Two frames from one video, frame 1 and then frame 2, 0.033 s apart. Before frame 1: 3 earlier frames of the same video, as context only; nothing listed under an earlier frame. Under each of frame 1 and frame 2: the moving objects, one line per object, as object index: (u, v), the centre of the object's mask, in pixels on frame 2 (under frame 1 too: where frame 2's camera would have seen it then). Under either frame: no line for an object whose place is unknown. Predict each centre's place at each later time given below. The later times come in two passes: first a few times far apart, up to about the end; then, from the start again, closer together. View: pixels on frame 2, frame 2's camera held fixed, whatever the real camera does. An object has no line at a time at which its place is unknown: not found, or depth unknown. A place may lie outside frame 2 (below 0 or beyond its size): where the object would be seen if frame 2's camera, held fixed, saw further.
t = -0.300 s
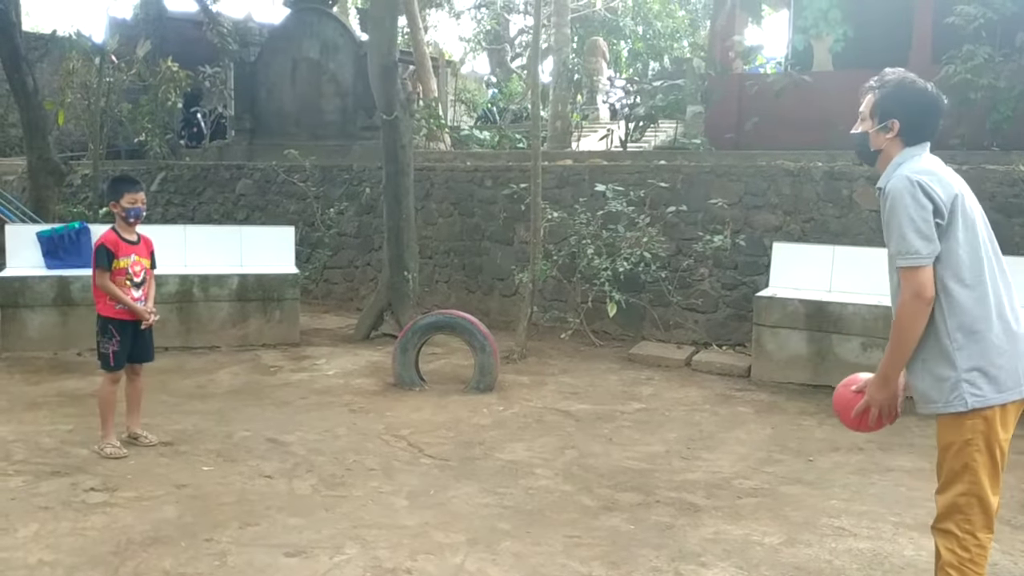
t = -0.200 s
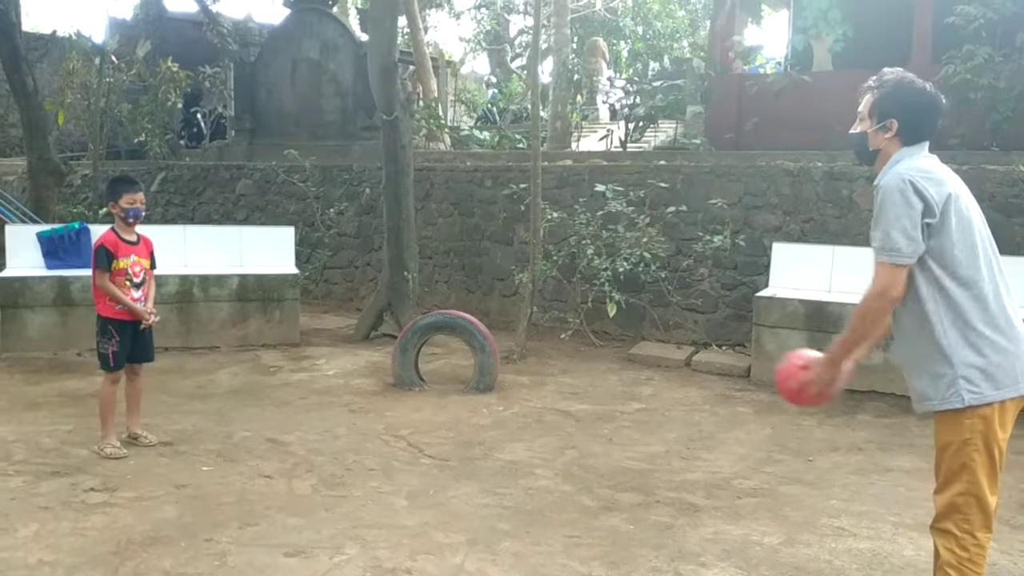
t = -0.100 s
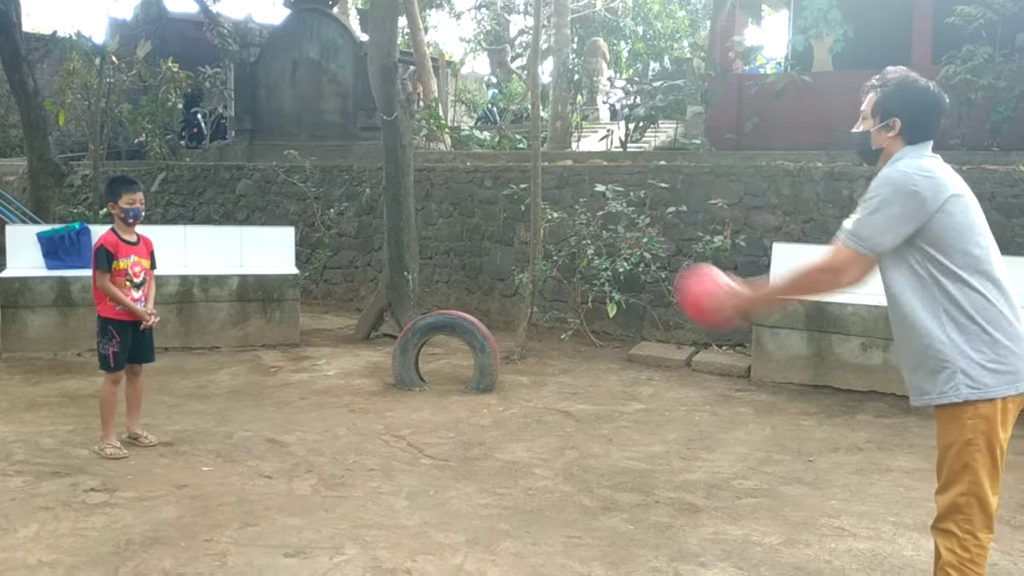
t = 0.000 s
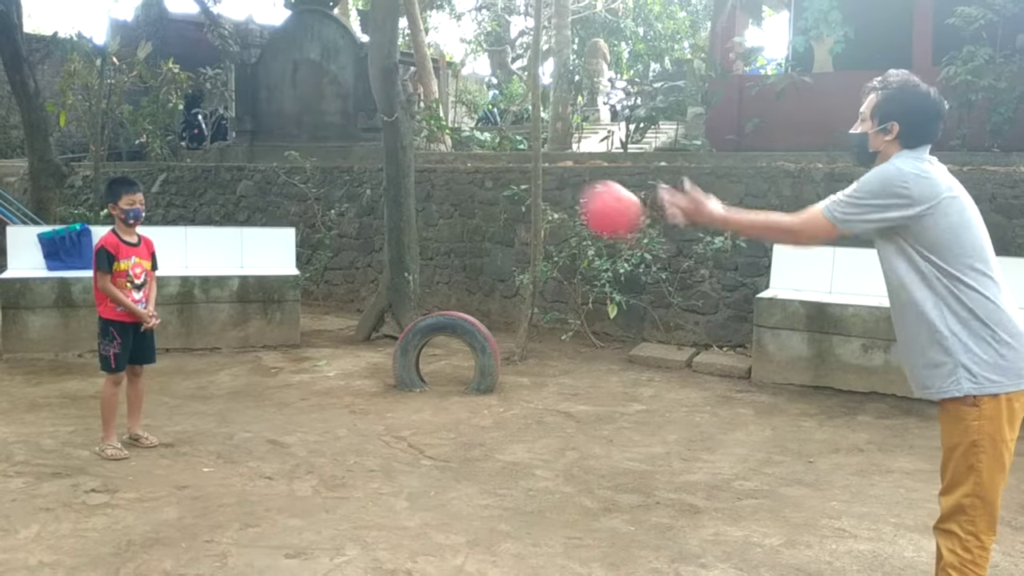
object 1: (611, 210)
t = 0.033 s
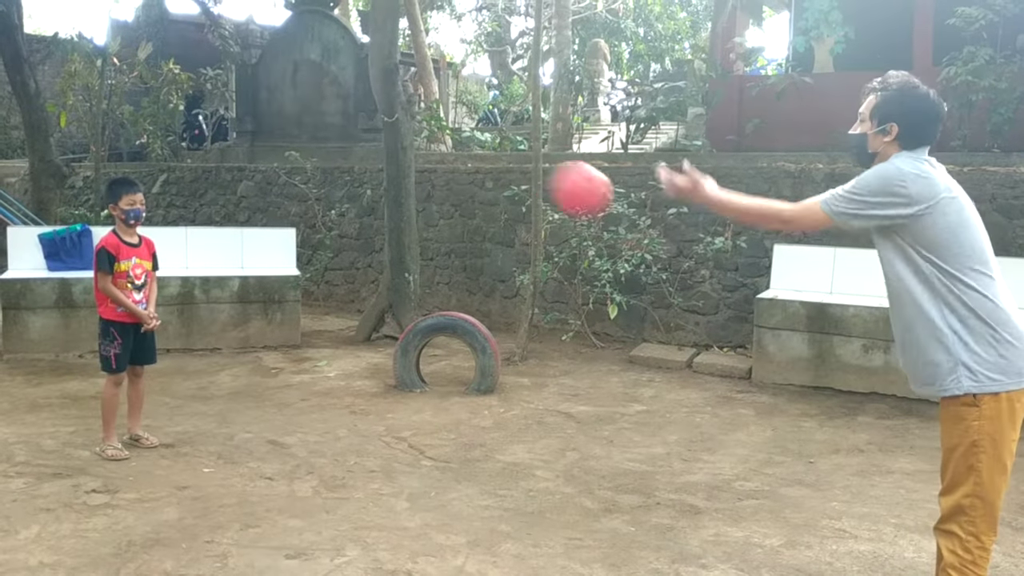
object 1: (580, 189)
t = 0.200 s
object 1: (441, 136)
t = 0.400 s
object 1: (304, 174)
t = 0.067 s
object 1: (552, 172)
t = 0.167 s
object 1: (469, 140)
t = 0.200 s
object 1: (441, 136)
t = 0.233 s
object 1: (416, 135)
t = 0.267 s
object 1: (392, 137)
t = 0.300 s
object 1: (370, 142)
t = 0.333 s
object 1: (347, 150)
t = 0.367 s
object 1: (326, 160)
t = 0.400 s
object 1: (304, 174)
